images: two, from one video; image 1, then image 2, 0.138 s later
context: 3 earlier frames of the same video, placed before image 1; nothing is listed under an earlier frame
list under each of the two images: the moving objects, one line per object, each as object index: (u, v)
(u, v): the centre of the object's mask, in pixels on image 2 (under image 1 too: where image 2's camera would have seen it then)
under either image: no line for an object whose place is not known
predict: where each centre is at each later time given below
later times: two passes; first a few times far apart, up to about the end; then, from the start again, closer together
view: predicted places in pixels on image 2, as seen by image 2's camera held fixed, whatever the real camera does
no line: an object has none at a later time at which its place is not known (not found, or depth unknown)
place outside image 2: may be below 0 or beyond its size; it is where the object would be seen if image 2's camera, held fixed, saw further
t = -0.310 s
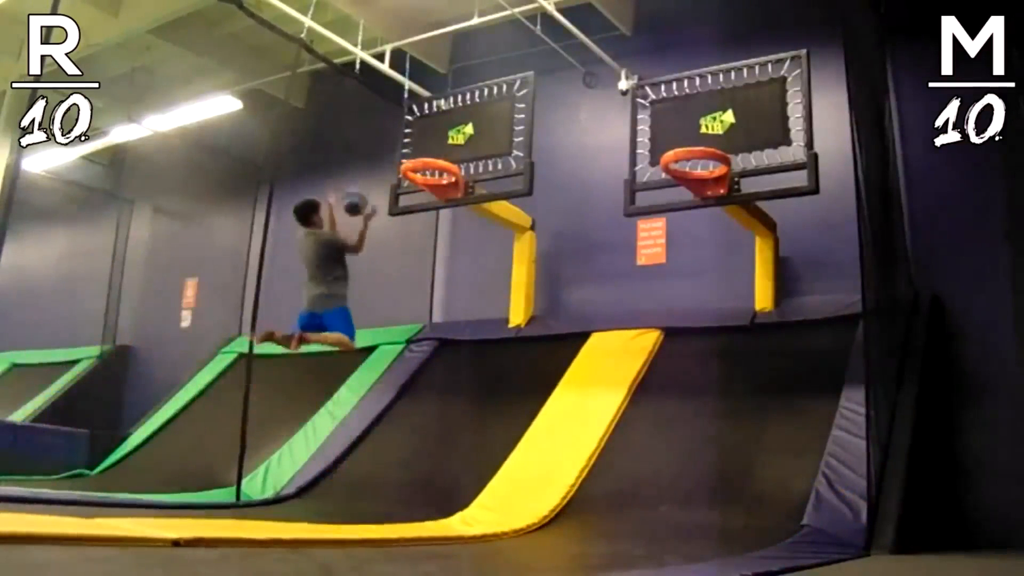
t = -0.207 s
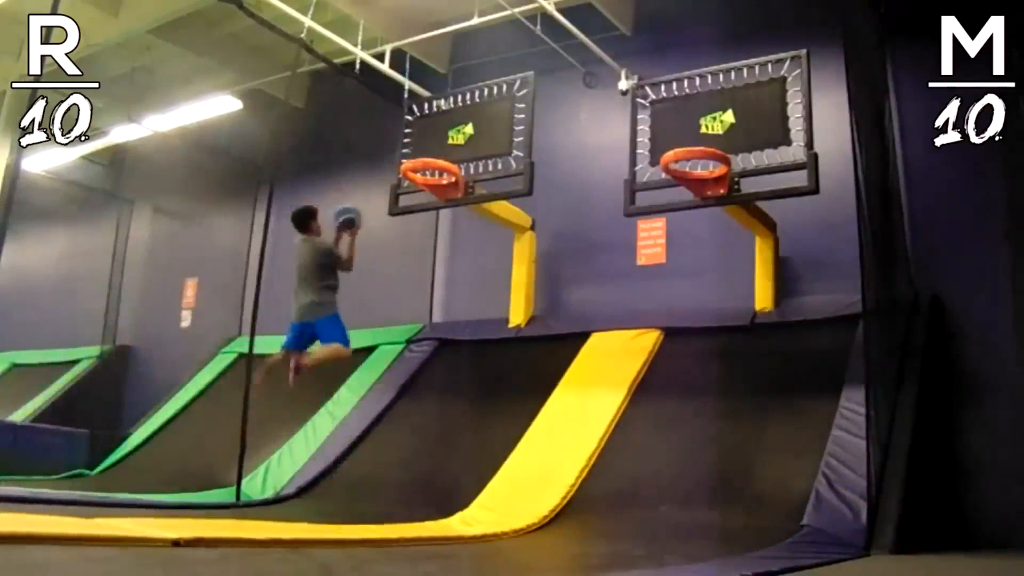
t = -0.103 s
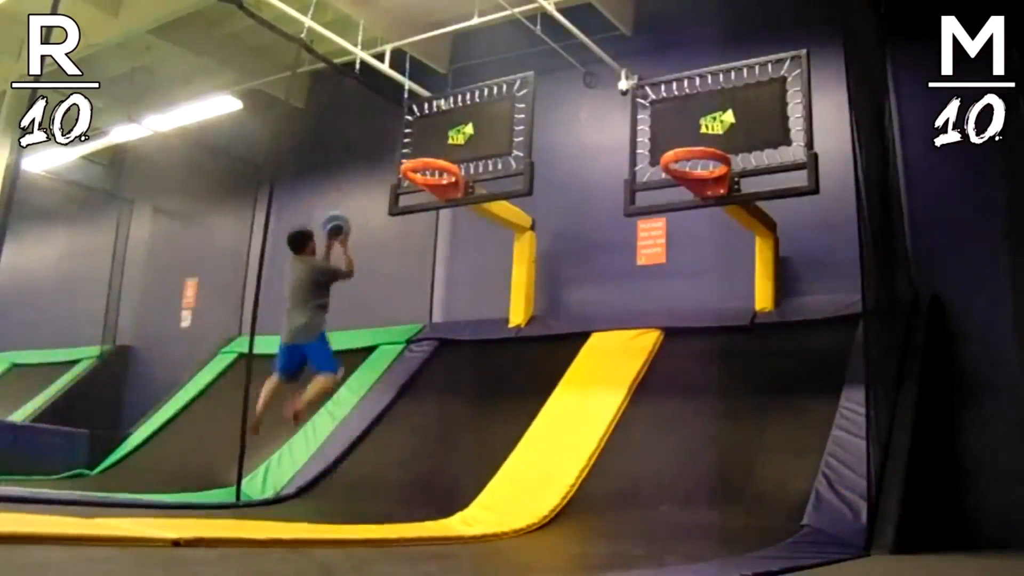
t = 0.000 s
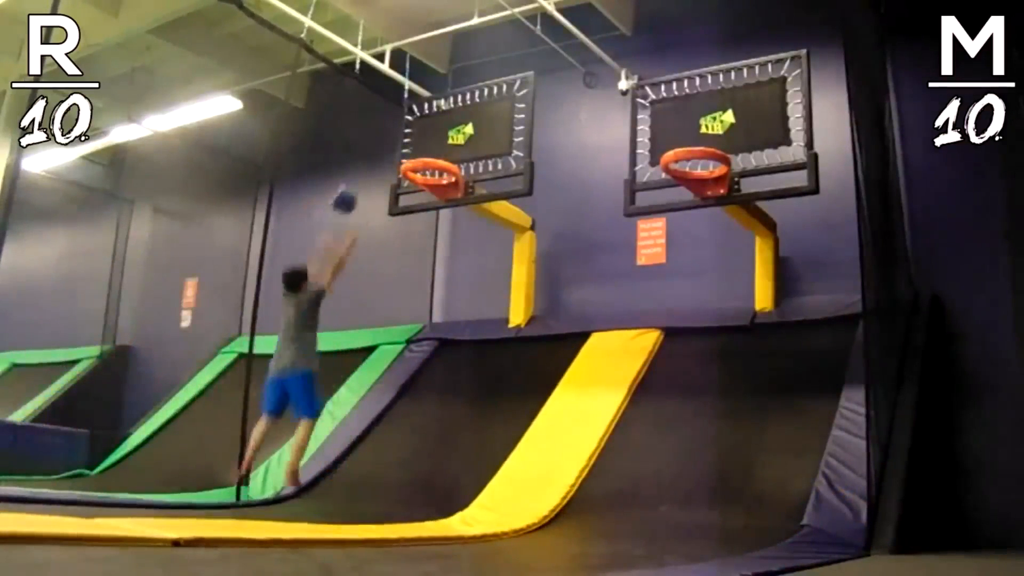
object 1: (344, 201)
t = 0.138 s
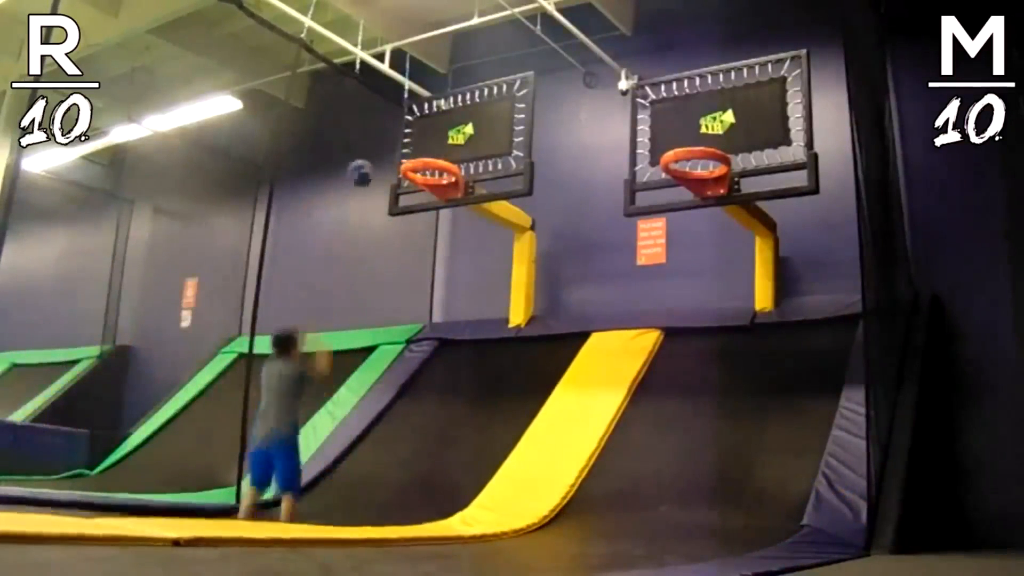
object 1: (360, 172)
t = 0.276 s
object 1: (374, 168)
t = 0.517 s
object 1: (392, 215)
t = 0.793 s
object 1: (403, 333)
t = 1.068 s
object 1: (379, 425)
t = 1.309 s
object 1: (305, 440)
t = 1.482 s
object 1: (229, 500)
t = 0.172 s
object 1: (364, 170)
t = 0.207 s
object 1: (367, 168)
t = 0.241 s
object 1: (371, 167)
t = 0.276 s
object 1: (374, 168)
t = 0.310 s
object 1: (377, 169)
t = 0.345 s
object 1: (379, 173)
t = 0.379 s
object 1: (381, 177)
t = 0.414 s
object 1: (384, 182)
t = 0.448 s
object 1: (388, 198)
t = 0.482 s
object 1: (389, 207)
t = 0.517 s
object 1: (392, 215)
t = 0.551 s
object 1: (394, 227)
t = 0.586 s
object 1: (397, 241)
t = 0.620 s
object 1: (398, 253)
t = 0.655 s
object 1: (399, 269)
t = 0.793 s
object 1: (403, 333)
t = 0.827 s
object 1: (405, 354)
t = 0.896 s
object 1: (406, 394)
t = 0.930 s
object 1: (405, 414)
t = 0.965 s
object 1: (405, 436)
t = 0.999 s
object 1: (398, 435)
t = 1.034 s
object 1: (388, 429)
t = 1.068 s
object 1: (379, 425)
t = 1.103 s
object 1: (369, 424)
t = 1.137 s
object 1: (360, 423)
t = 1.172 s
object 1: (348, 425)
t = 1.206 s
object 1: (338, 426)
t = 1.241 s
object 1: (327, 429)
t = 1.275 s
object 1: (315, 434)
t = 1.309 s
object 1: (305, 440)
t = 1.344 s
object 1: (291, 447)
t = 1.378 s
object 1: (280, 458)
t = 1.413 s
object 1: (268, 470)
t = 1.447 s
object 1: (254, 482)
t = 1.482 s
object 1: (229, 500)
